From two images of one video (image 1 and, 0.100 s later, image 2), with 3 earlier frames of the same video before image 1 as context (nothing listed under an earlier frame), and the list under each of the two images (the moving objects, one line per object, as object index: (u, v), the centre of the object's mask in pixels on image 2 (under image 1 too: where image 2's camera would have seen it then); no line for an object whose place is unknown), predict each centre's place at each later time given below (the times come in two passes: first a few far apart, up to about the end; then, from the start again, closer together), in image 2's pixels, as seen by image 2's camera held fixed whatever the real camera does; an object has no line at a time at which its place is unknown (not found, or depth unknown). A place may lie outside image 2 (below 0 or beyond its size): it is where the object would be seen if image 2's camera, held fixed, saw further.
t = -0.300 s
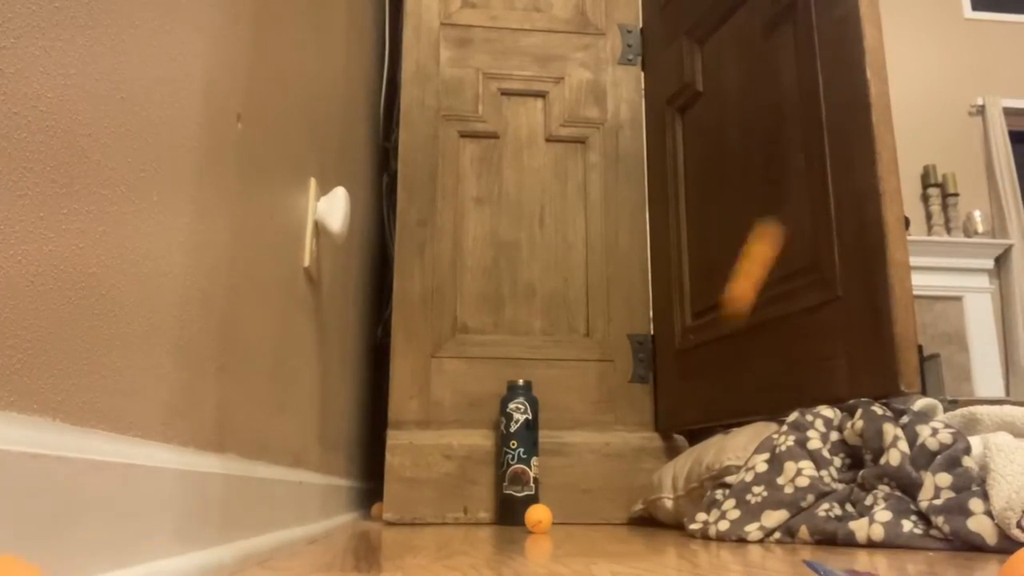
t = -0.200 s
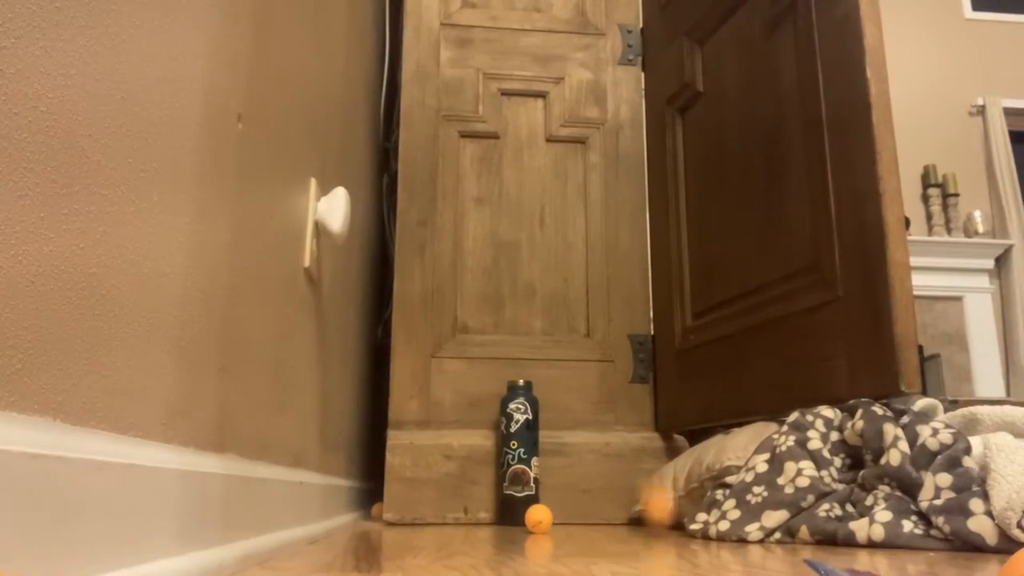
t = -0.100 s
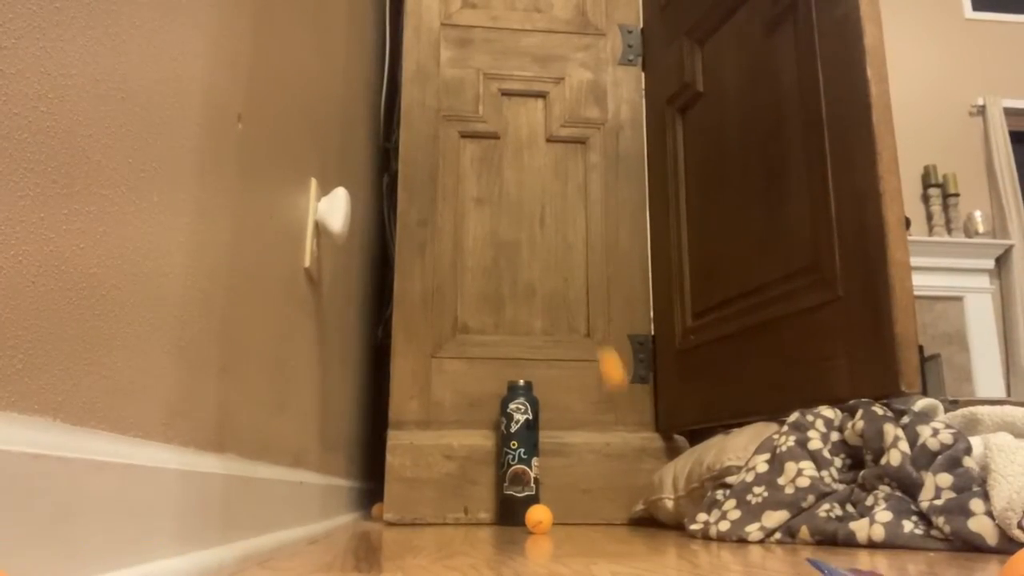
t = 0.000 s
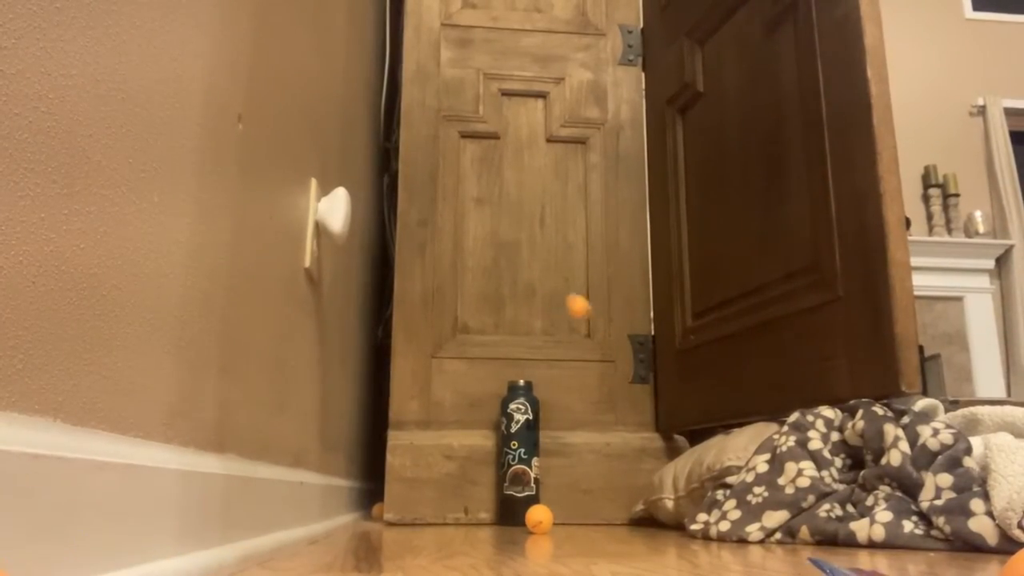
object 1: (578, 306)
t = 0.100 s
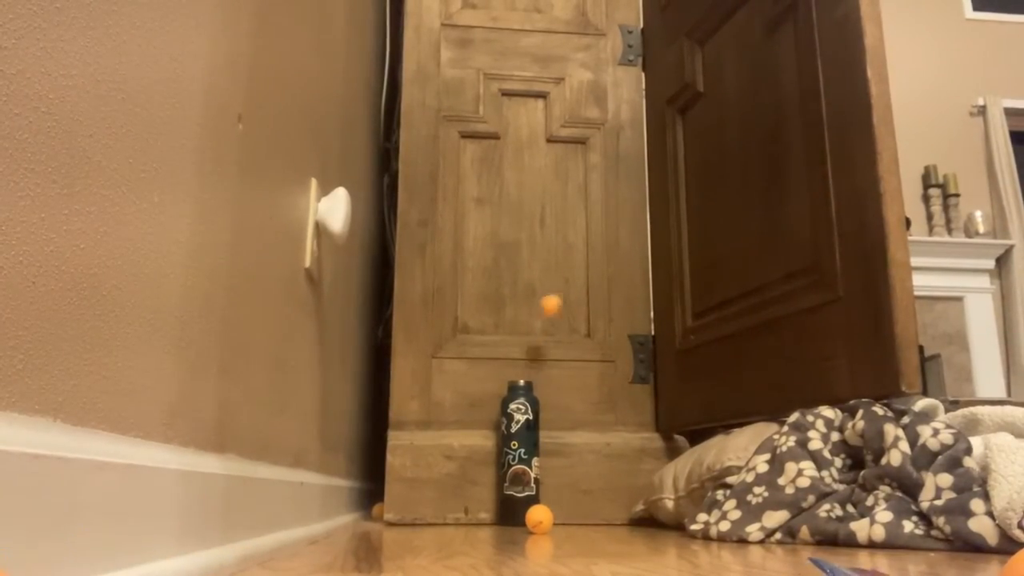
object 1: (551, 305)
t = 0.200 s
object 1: (532, 332)
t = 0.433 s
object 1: (523, 490)
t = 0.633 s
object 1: (423, 480)
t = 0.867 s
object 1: (381, 467)
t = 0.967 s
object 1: (406, 504)
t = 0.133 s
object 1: (542, 315)
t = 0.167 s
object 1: (535, 332)
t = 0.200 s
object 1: (532, 332)
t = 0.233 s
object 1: (532, 331)
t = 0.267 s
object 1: (531, 338)
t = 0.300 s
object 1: (530, 351)
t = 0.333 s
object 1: (529, 369)
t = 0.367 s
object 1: (529, 396)
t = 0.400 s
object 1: (528, 438)
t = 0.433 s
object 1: (523, 490)
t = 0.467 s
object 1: (511, 511)
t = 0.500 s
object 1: (492, 490)
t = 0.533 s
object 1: (474, 477)
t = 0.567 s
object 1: (456, 471)
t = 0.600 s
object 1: (441, 472)
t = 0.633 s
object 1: (423, 480)
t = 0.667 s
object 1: (406, 495)
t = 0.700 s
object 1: (389, 511)
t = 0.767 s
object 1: (362, 486)
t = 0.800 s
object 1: (361, 475)
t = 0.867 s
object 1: (381, 467)
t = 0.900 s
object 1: (390, 473)
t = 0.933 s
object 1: (398, 485)
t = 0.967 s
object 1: (406, 504)
